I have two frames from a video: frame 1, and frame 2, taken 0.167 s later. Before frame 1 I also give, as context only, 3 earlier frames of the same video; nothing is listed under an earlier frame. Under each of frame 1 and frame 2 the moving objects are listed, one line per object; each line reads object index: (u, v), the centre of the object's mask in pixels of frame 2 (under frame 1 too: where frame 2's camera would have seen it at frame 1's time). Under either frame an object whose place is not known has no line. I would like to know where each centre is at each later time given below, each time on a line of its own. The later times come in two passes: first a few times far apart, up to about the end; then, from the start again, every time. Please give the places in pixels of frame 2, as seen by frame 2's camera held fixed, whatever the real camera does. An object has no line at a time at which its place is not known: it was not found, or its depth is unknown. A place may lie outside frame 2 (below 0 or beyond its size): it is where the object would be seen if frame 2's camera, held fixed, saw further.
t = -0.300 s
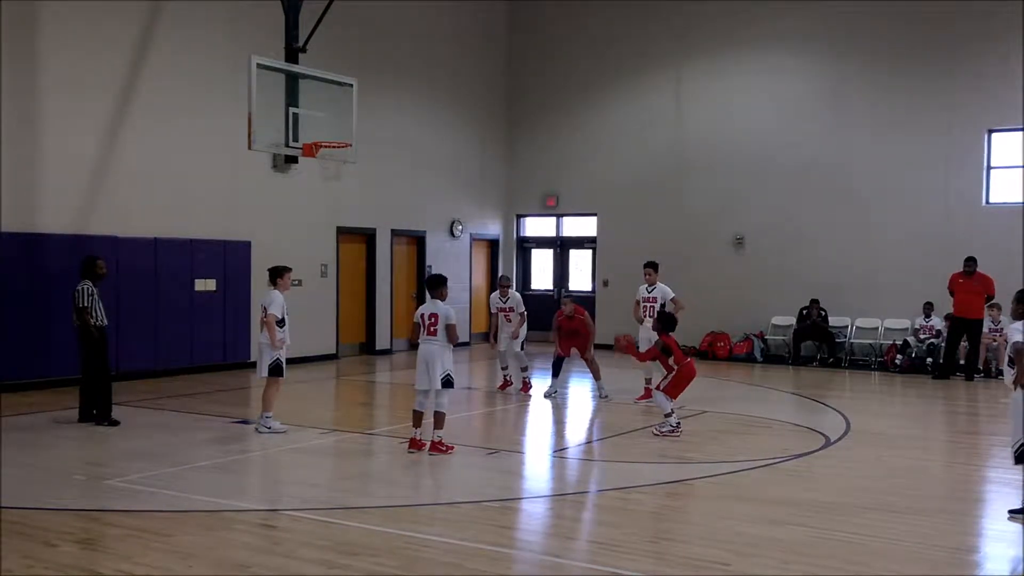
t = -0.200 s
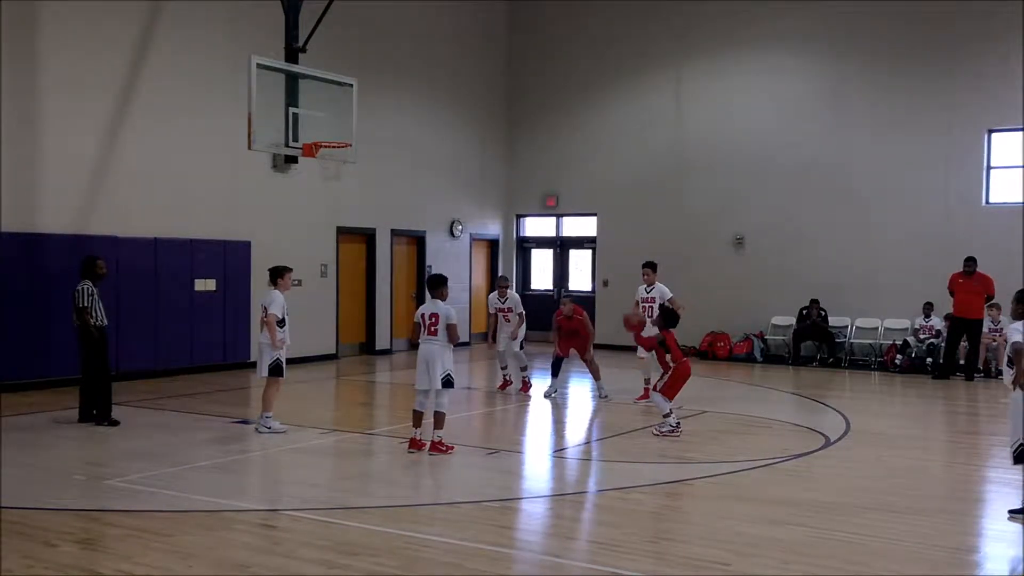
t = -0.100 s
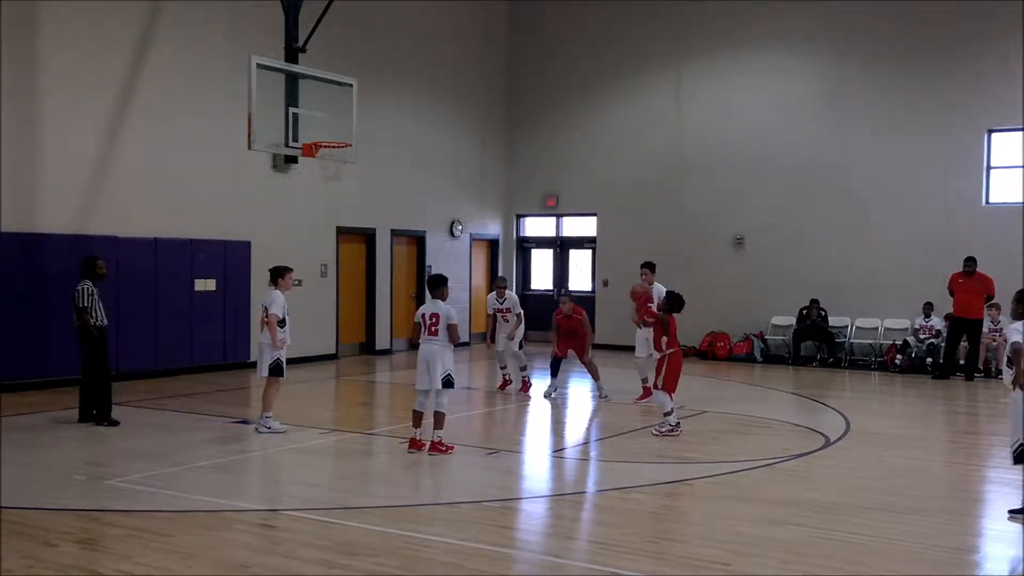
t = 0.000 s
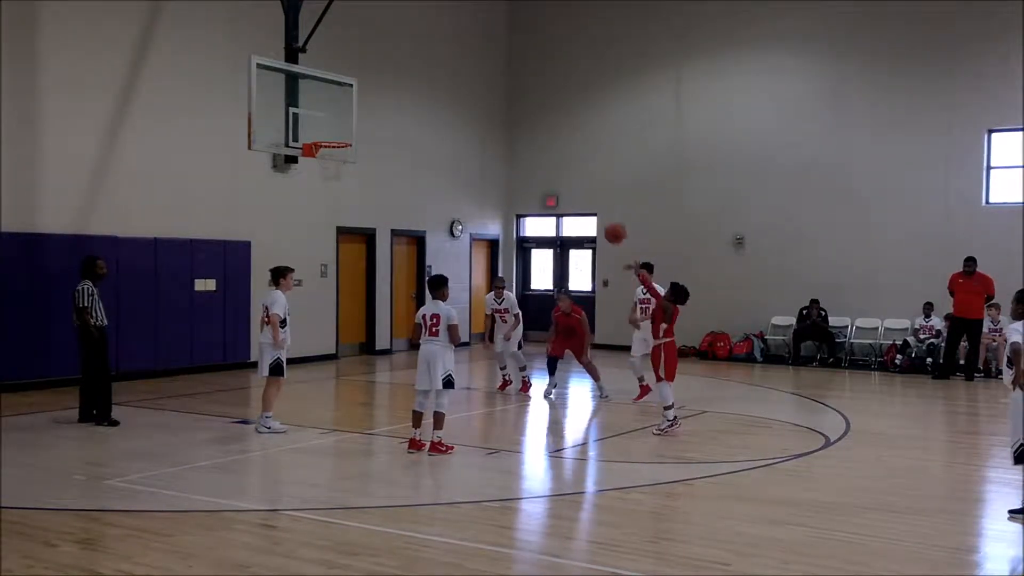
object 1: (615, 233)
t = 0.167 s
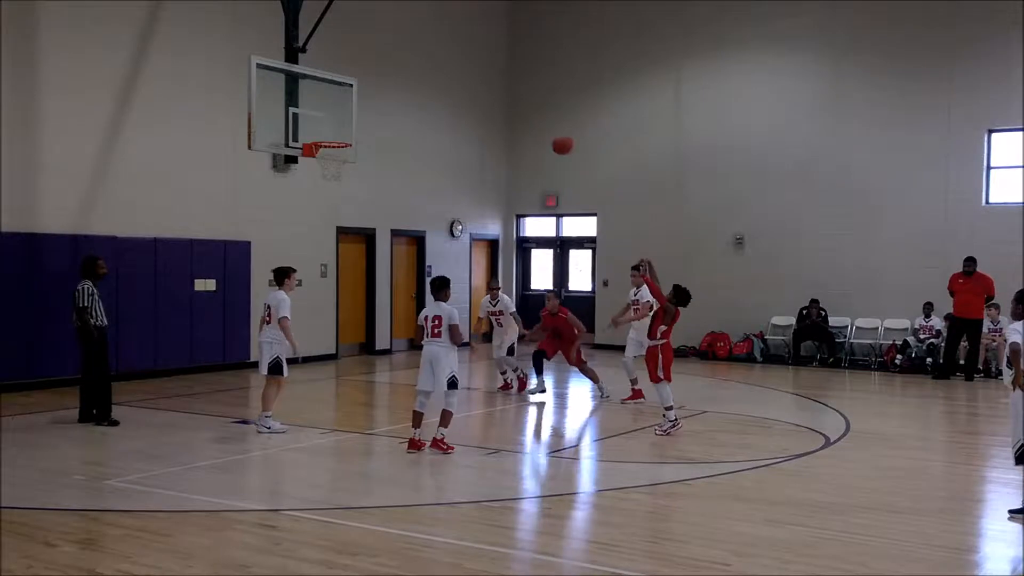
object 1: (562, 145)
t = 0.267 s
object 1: (533, 106)
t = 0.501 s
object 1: (468, 56)
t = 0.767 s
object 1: (400, 61)
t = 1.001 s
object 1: (345, 113)
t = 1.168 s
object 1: (332, 146)
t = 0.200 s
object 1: (552, 131)
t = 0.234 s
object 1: (543, 119)
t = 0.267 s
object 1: (533, 106)
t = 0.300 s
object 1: (523, 95)
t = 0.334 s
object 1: (513, 85)
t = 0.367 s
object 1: (503, 78)
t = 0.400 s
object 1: (495, 71)
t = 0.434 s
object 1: (486, 64)
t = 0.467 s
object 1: (477, 59)
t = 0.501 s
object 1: (468, 56)
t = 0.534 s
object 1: (459, 53)
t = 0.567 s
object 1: (450, 51)
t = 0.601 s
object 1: (442, 50)
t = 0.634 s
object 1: (433, 50)
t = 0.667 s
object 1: (424, 52)
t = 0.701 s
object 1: (416, 54)
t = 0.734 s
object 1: (408, 57)
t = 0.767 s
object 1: (400, 61)
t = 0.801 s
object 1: (392, 66)
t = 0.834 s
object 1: (384, 71)
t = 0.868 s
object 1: (376, 78)
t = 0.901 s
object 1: (368, 86)
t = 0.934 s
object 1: (360, 94)
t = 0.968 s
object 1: (352, 104)
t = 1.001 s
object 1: (345, 113)
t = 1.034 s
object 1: (338, 124)
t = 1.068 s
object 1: (331, 135)
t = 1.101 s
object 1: (328, 143)
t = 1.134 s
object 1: (331, 144)
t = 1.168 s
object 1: (332, 146)
